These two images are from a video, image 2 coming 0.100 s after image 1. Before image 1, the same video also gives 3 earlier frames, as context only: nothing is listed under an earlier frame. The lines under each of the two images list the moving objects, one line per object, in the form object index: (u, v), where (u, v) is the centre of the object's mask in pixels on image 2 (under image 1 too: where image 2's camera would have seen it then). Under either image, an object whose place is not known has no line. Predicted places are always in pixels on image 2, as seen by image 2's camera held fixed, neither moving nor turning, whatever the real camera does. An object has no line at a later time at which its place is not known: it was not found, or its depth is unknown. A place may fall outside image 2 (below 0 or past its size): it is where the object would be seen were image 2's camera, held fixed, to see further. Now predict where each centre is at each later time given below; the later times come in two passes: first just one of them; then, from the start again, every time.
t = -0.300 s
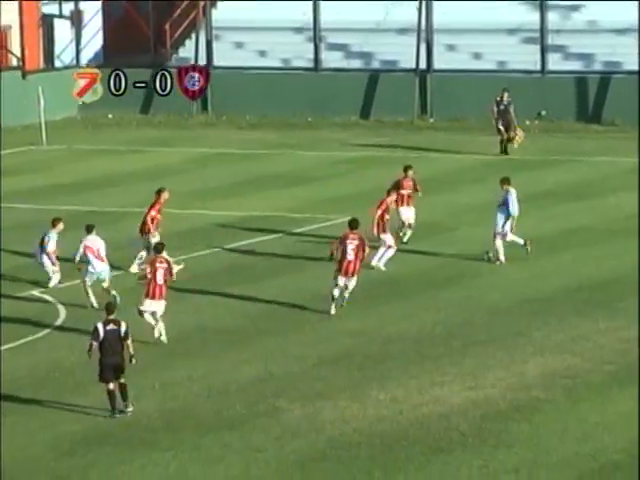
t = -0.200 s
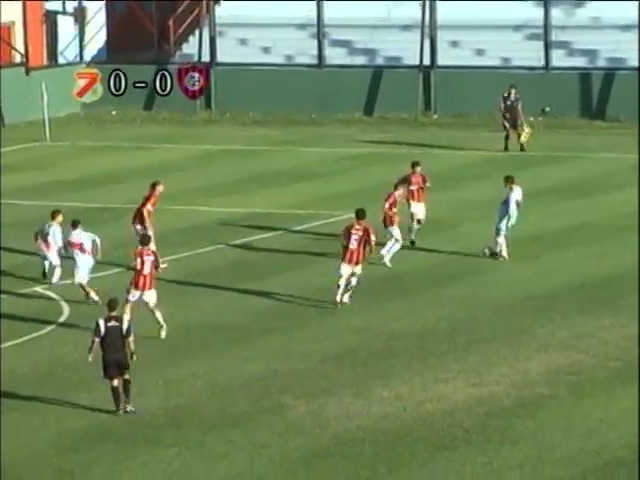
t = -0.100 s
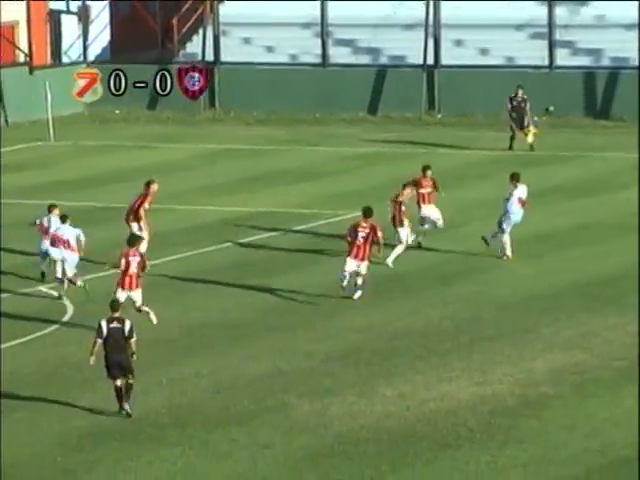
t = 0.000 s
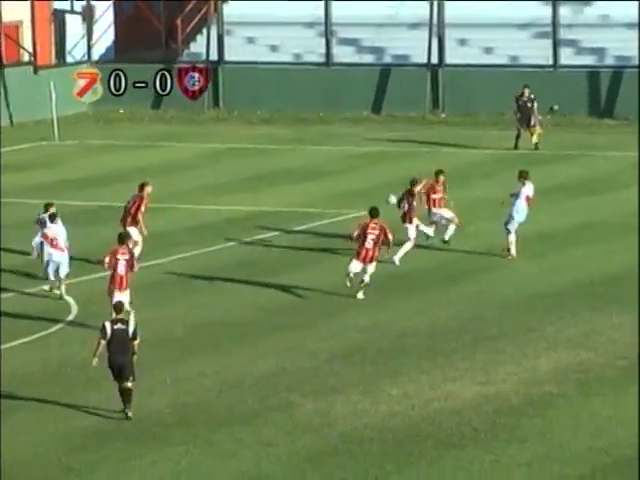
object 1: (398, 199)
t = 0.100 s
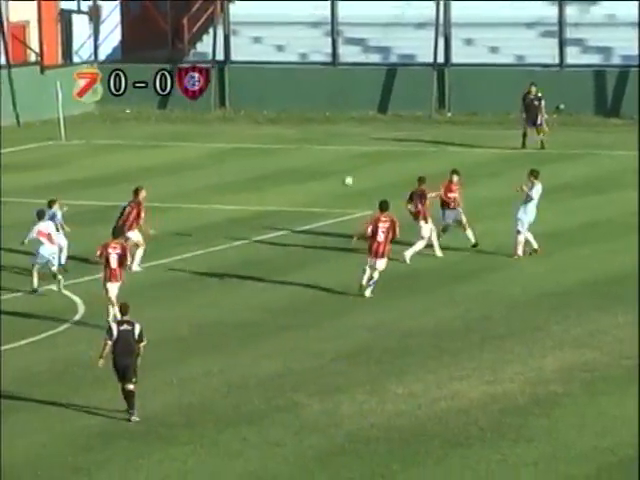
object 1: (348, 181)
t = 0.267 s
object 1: (268, 162)
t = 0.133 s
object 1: (332, 175)
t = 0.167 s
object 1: (315, 172)
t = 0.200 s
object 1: (299, 167)
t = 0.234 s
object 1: (284, 165)
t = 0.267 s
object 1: (268, 162)
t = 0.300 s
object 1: (252, 160)
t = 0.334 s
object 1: (237, 157)
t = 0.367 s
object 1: (221, 157)
